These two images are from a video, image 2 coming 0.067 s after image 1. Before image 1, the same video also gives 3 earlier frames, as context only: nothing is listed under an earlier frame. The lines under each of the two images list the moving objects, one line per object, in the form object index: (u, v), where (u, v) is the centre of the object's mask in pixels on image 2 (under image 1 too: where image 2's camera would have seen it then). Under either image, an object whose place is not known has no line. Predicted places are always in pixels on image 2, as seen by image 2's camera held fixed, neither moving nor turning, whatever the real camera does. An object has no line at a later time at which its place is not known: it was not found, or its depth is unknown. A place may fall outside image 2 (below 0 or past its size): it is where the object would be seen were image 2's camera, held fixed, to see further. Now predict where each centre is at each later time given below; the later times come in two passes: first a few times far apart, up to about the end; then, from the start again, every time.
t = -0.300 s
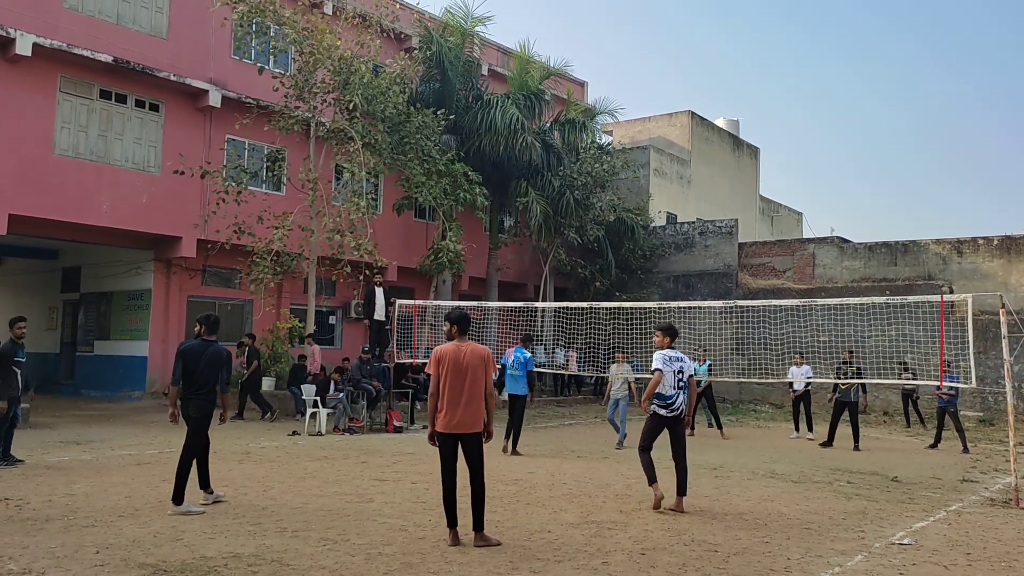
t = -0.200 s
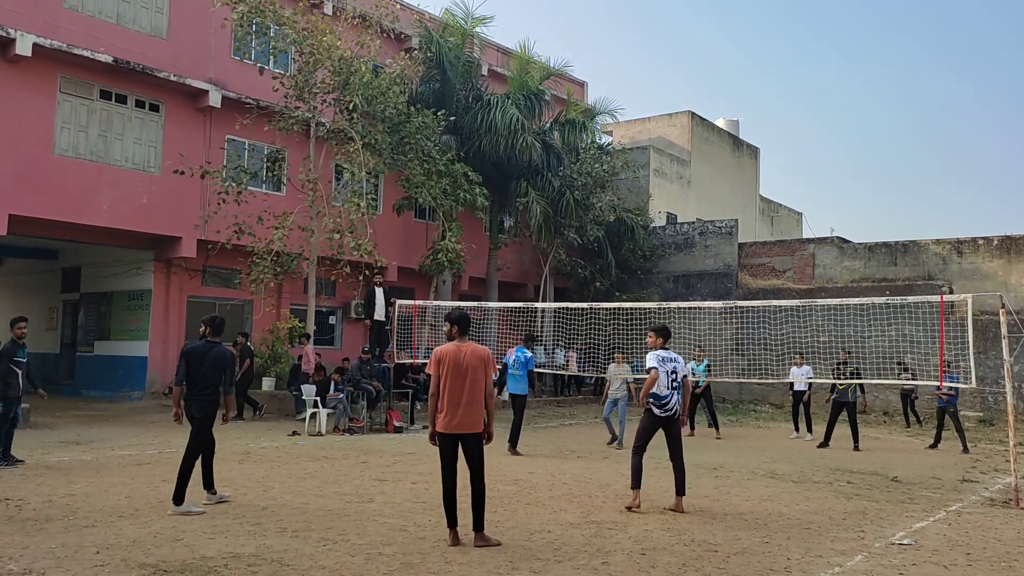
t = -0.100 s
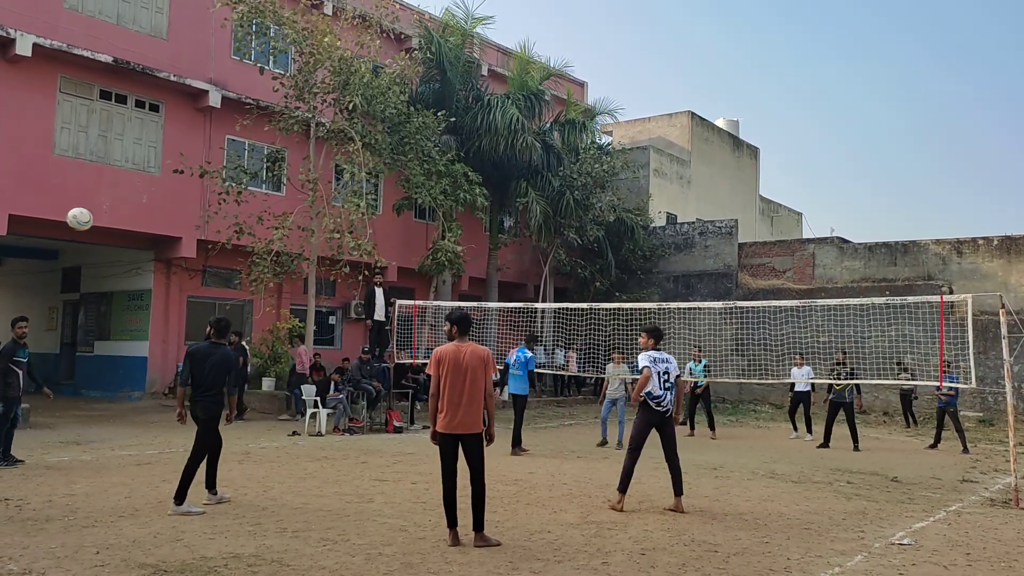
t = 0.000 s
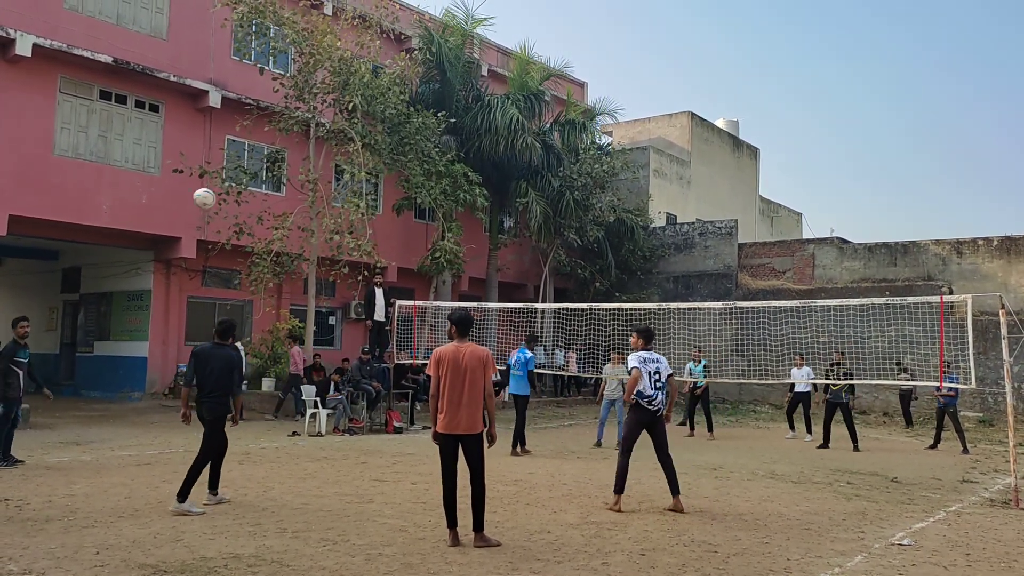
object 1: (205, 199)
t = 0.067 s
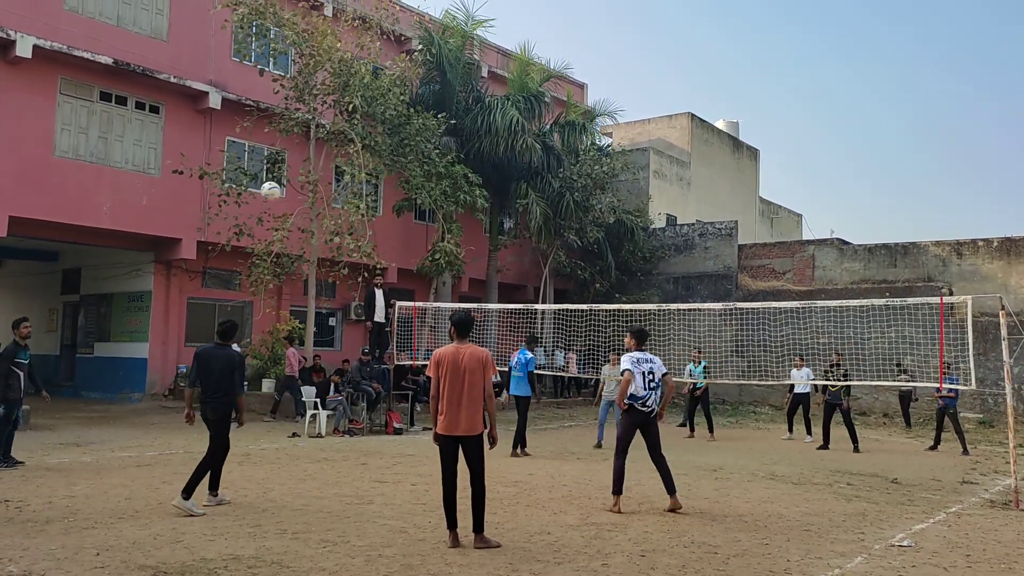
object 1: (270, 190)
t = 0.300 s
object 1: (438, 187)
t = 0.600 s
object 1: (574, 220)
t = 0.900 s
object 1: (665, 281)
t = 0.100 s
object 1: (300, 188)
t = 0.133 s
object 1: (327, 186)
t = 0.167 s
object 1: (352, 185)
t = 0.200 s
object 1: (376, 185)
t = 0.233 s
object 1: (398, 185)
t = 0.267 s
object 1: (418, 186)
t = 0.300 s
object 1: (438, 187)
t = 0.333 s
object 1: (457, 189)
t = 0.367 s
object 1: (474, 191)
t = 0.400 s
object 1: (491, 194)
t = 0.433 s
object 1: (506, 197)
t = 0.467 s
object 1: (521, 201)
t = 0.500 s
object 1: (535, 205)
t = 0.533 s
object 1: (548, 210)
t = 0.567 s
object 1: (561, 215)
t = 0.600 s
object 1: (574, 220)
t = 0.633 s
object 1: (585, 226)
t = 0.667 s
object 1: (596, 232)
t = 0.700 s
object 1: (607, 238)
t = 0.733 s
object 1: (618, 244)
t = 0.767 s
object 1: (627, 251)
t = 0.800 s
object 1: (637, 259)
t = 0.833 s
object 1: (646, 266)
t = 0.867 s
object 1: (656, 273)
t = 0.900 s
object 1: (665, 281)
